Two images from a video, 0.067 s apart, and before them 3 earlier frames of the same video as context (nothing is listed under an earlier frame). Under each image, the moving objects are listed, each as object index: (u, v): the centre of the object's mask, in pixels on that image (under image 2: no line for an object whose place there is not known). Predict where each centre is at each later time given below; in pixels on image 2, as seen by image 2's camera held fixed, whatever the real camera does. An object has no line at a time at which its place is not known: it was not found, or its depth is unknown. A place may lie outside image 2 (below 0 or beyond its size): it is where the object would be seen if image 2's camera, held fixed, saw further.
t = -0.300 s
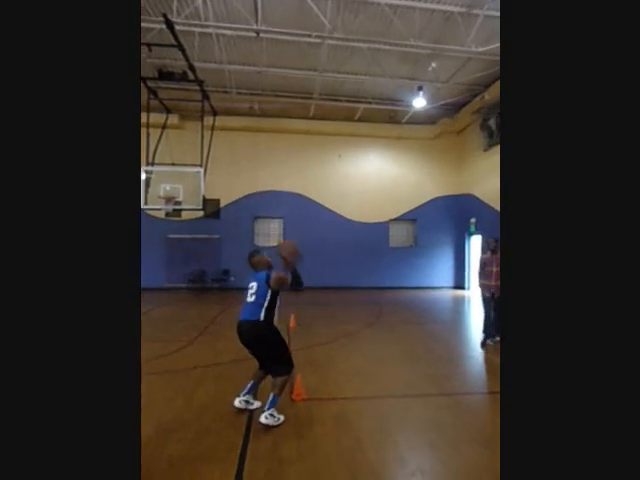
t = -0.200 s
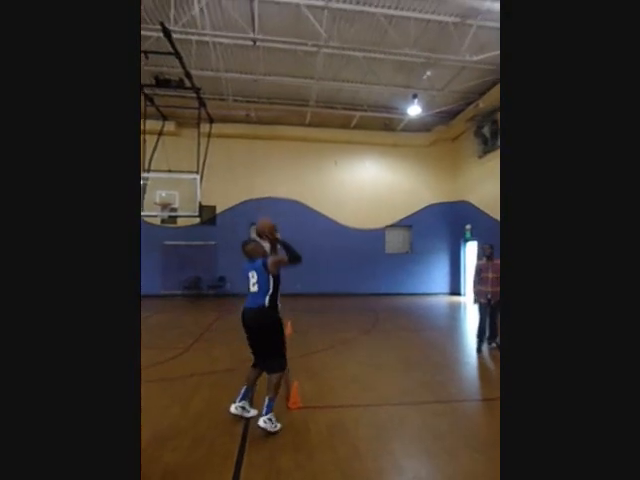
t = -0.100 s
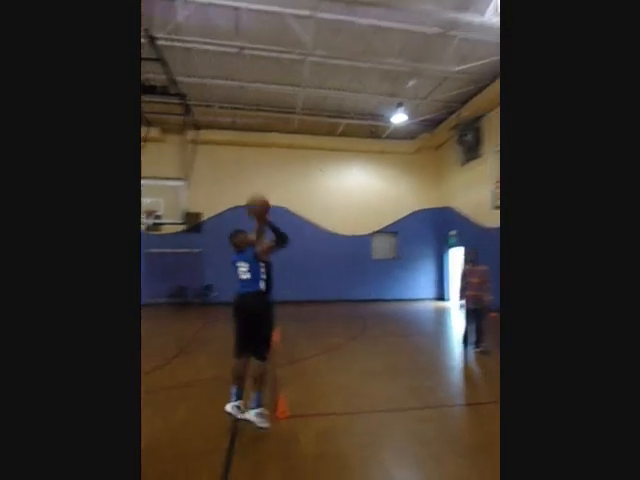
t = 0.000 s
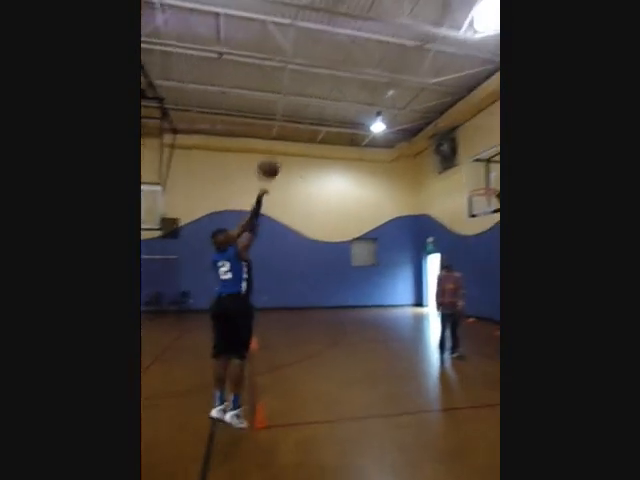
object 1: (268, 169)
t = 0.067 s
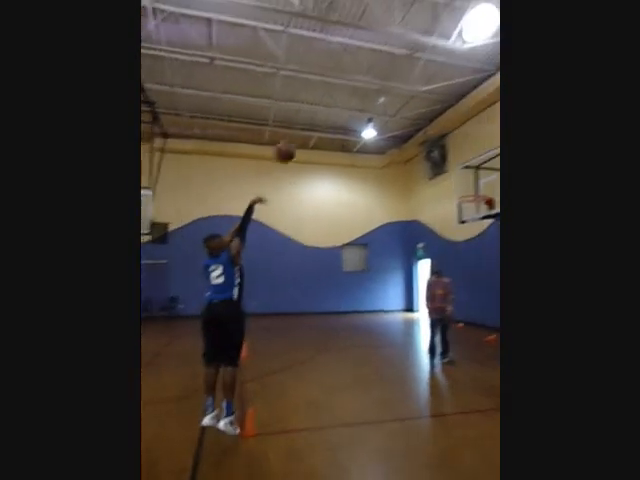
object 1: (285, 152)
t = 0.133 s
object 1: (310, 136)
